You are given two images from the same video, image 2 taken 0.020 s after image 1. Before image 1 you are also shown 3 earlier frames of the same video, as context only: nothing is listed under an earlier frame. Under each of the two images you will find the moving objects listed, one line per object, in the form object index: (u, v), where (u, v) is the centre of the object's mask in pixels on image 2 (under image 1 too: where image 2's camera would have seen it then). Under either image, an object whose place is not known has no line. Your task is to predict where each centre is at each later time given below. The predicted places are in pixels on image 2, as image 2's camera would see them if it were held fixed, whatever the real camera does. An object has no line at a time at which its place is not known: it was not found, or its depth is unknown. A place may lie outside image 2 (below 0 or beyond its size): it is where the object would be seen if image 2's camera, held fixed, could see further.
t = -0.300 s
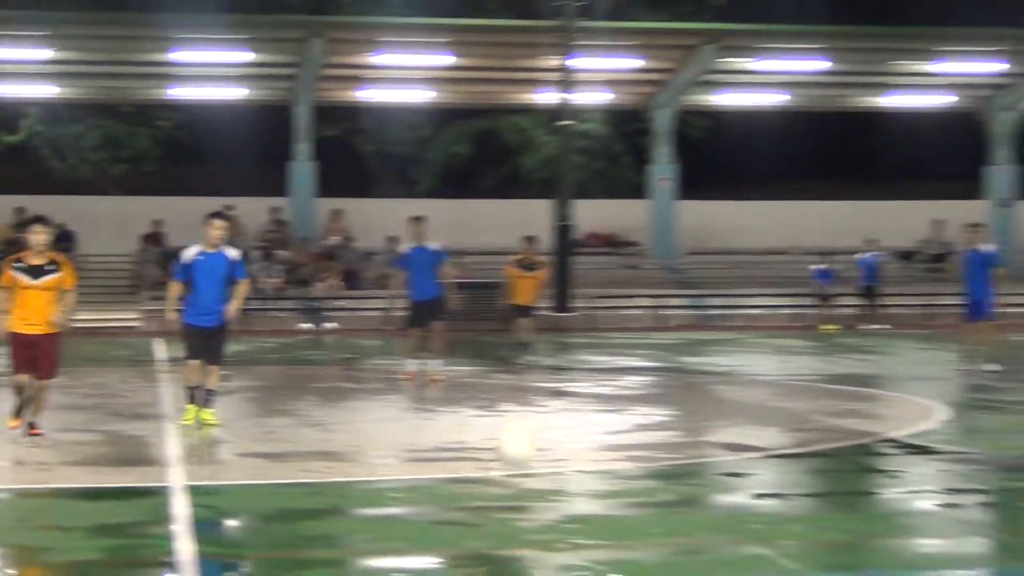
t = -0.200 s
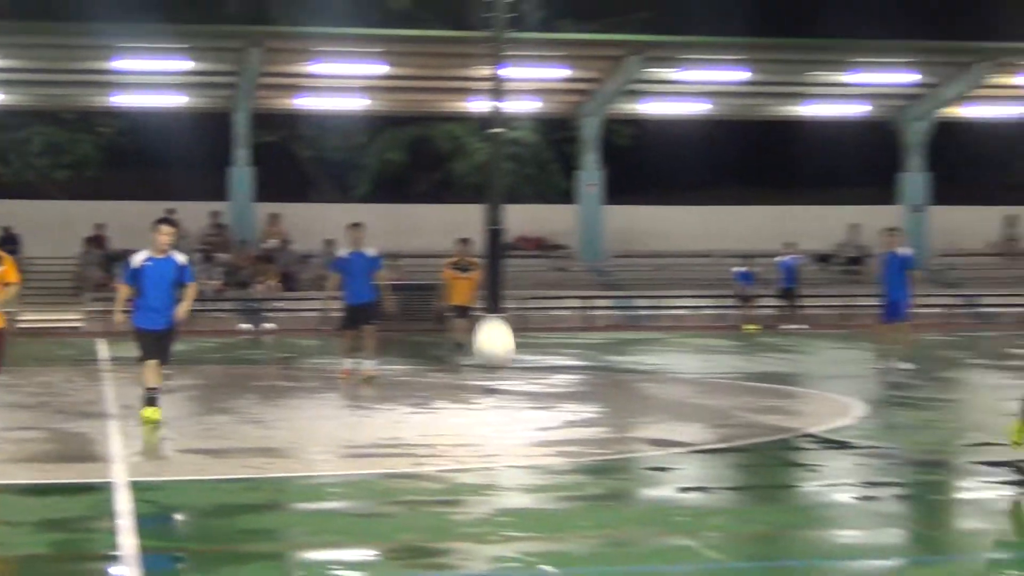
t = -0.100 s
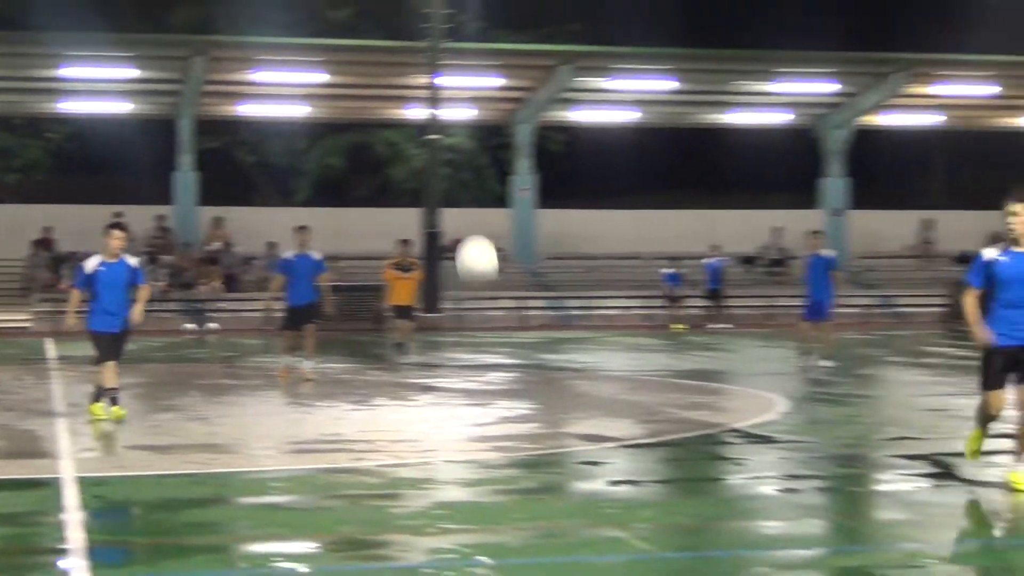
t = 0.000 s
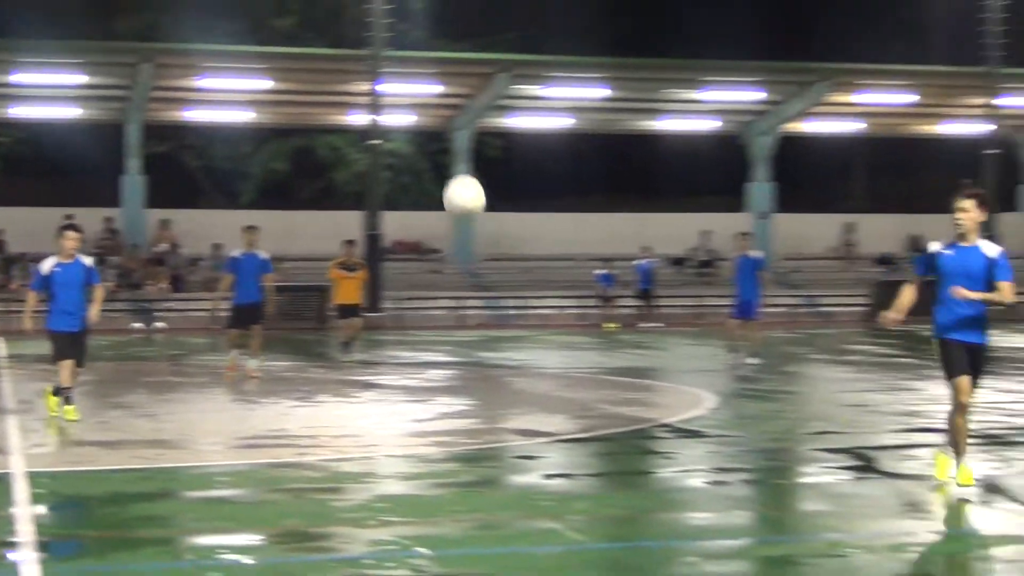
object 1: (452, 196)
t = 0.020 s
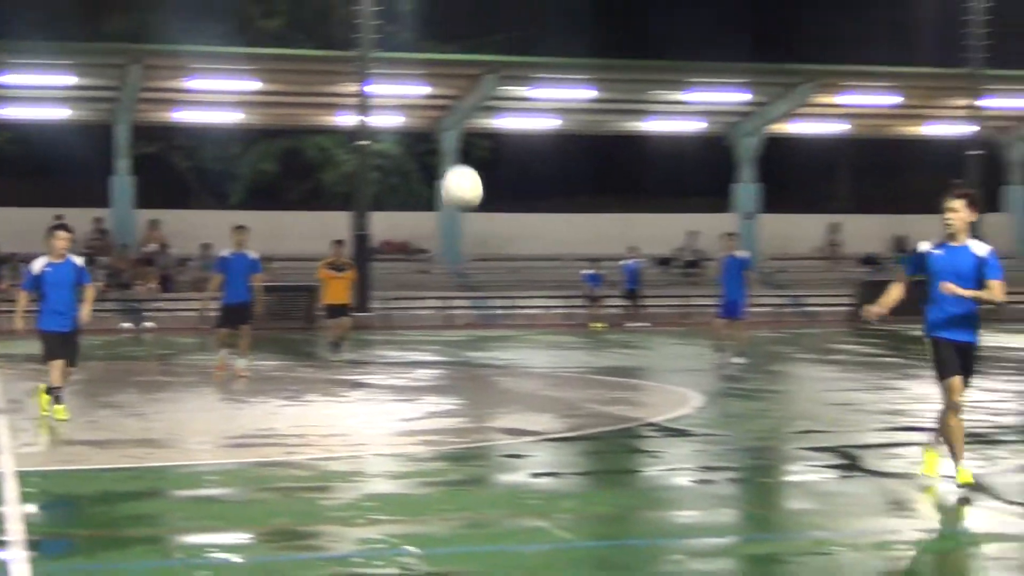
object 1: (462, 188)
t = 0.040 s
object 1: (471, 178)
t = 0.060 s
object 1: (481, 169)
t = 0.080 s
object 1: (491, 161)
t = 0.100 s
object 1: (501, 153)
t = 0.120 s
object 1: (511, 147)
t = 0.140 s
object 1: (521, 140)
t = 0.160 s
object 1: (532, 134)
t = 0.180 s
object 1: (542, 129)
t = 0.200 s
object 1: (553, 125)
